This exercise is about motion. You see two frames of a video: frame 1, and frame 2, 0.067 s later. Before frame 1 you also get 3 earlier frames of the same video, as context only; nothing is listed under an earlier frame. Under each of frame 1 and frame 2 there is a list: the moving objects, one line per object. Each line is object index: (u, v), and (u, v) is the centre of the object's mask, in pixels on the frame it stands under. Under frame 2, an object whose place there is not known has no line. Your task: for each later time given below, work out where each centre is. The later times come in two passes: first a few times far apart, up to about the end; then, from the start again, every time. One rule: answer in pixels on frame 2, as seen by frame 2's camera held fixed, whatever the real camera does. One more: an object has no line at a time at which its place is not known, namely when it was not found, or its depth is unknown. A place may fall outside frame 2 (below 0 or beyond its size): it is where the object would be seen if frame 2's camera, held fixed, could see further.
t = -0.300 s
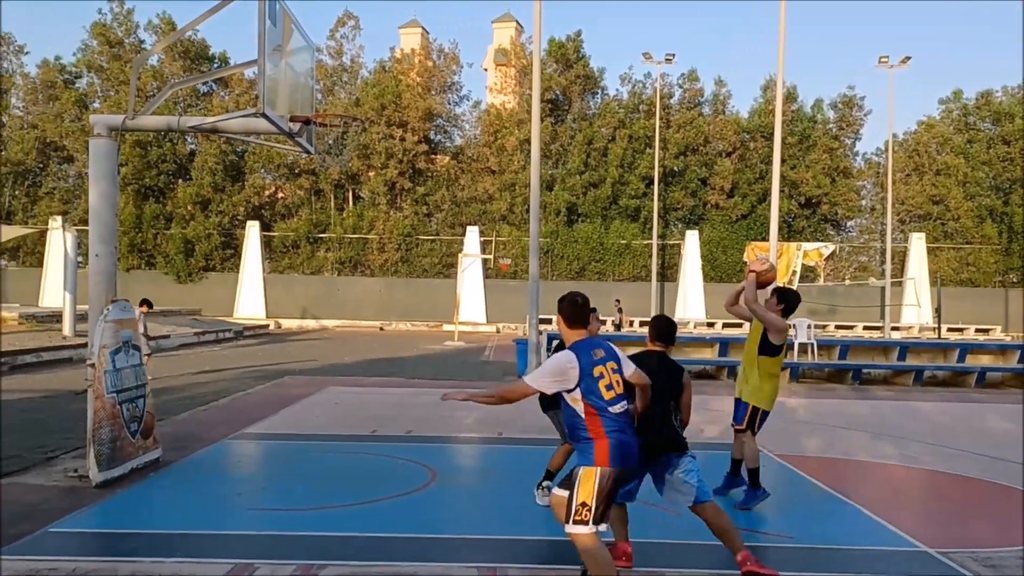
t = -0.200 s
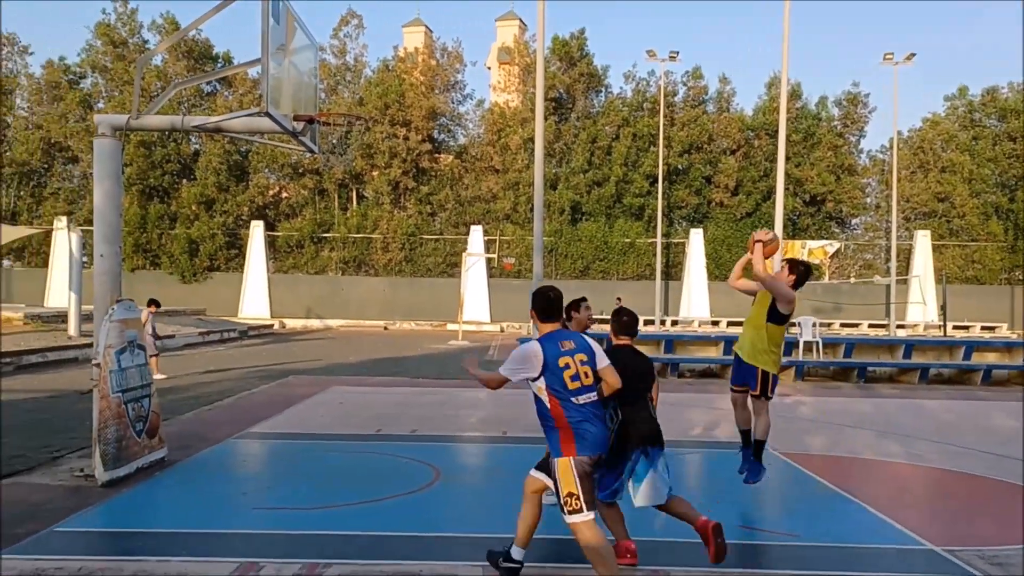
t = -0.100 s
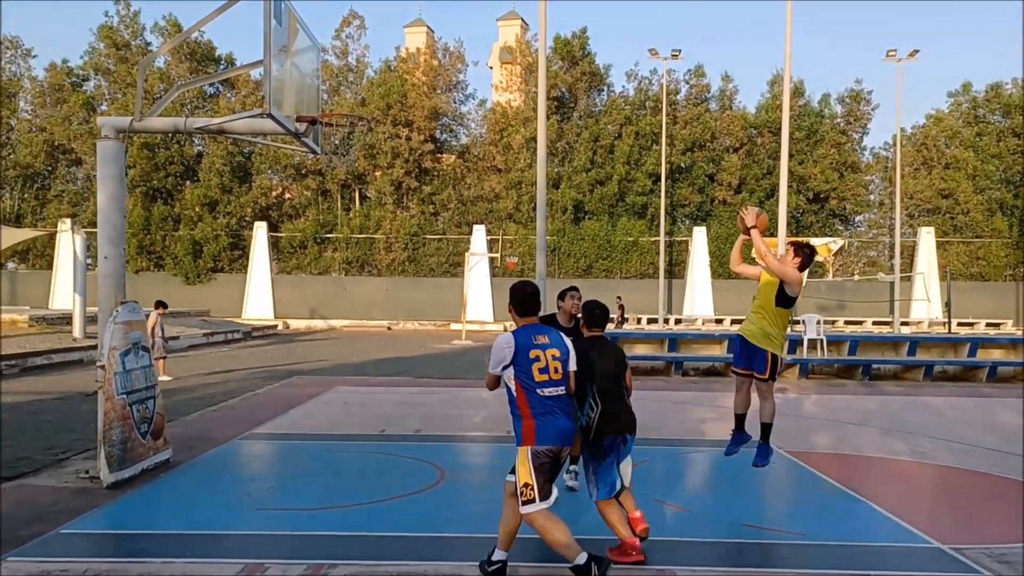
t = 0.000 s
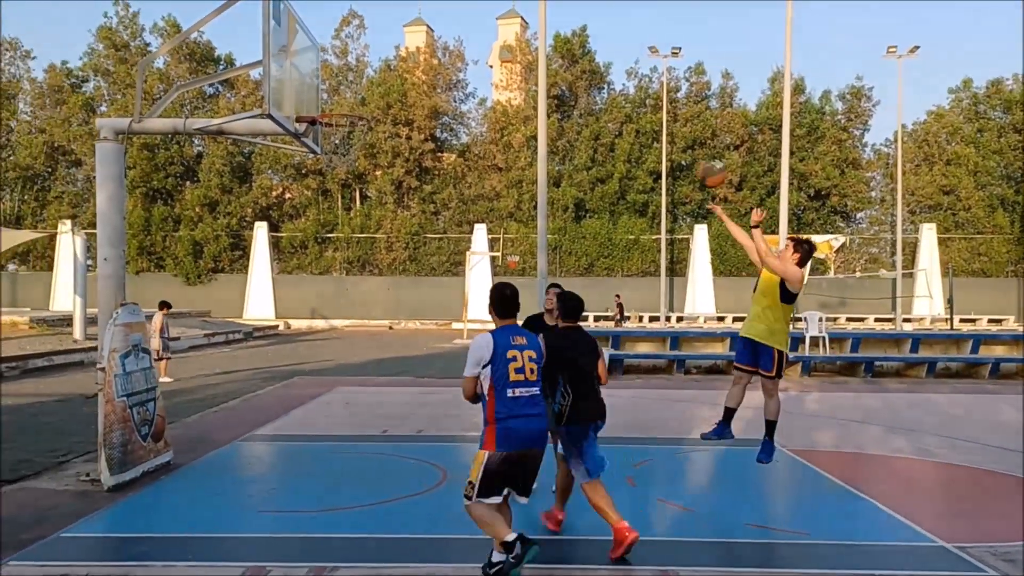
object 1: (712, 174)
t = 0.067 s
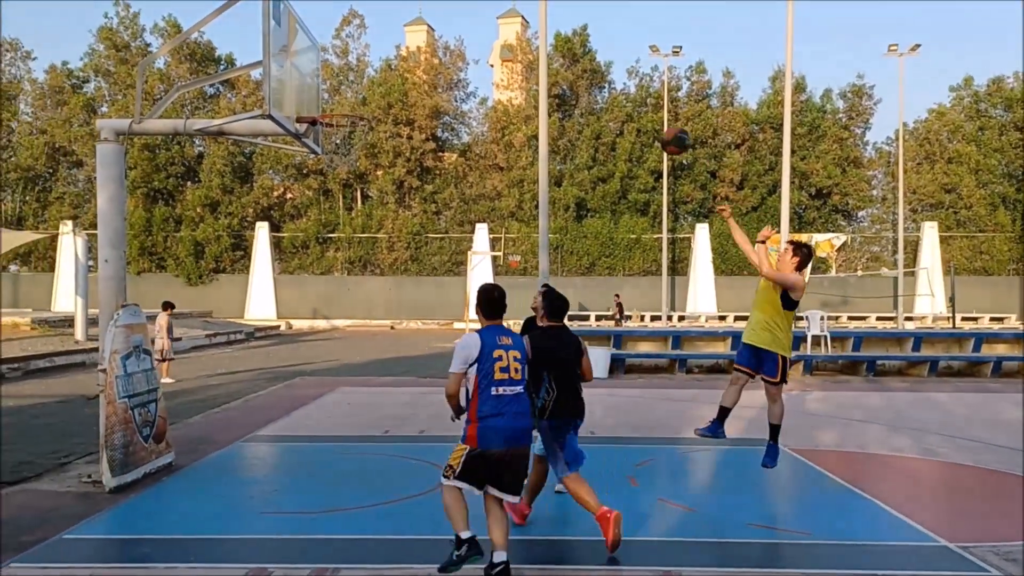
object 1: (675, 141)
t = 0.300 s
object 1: (548, 71)
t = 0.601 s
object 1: (393, 73)
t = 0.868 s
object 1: (332, 89)
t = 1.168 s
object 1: (386, 104)
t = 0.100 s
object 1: (657, 127)
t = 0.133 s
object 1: (638, 115)
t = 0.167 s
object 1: (620, 103)
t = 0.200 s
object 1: (602, 94)
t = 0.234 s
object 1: (582, 85)
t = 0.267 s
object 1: (565, 77)
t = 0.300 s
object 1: (548, 71)
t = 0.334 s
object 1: (530, 66)
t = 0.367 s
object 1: (512, 63)
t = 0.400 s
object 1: (495, 60)
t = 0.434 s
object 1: (478, 60)
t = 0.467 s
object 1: (461, 60)
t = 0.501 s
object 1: (444, 62)
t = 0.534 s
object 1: (427, 64)
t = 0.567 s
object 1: (410, 69)
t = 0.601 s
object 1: (393, 73)
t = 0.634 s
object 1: (376, 79)
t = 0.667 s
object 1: (360, 87)
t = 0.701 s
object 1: (343, 96)
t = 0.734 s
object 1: (327, 104)
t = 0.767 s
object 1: (316, 104)
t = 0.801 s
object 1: (318, 98)
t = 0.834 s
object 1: (325, 93)
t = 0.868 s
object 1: (332, 89)
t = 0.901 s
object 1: (338, 87)
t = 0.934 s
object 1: (346, 86)
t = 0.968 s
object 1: (350, 84)
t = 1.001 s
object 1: (356, 85)
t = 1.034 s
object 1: (362, 85)
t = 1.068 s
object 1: (368, 88)
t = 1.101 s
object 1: (374, 92)
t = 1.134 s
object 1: (380, 97)
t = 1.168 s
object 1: (386, 104)
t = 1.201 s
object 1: (391, 111)
